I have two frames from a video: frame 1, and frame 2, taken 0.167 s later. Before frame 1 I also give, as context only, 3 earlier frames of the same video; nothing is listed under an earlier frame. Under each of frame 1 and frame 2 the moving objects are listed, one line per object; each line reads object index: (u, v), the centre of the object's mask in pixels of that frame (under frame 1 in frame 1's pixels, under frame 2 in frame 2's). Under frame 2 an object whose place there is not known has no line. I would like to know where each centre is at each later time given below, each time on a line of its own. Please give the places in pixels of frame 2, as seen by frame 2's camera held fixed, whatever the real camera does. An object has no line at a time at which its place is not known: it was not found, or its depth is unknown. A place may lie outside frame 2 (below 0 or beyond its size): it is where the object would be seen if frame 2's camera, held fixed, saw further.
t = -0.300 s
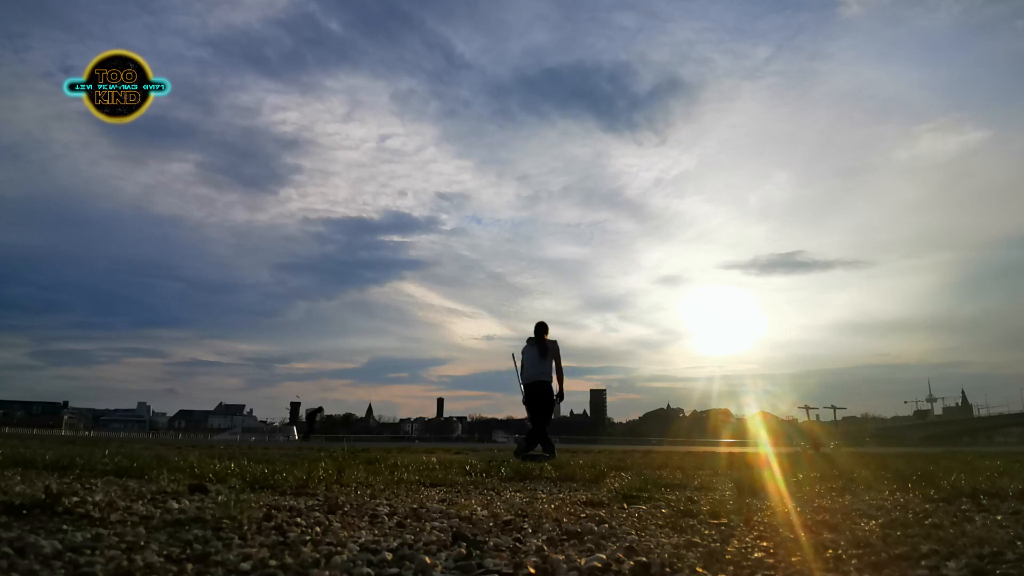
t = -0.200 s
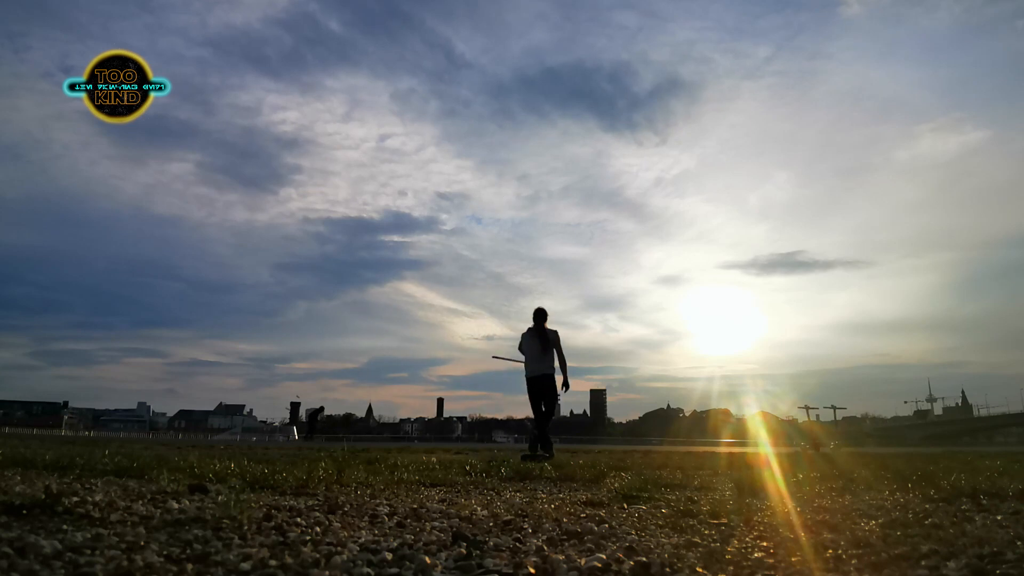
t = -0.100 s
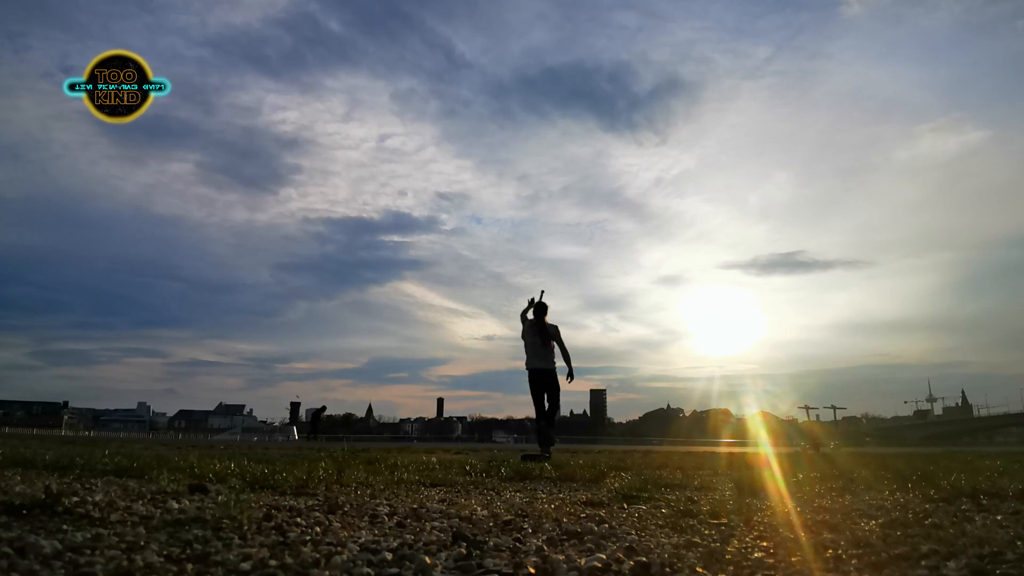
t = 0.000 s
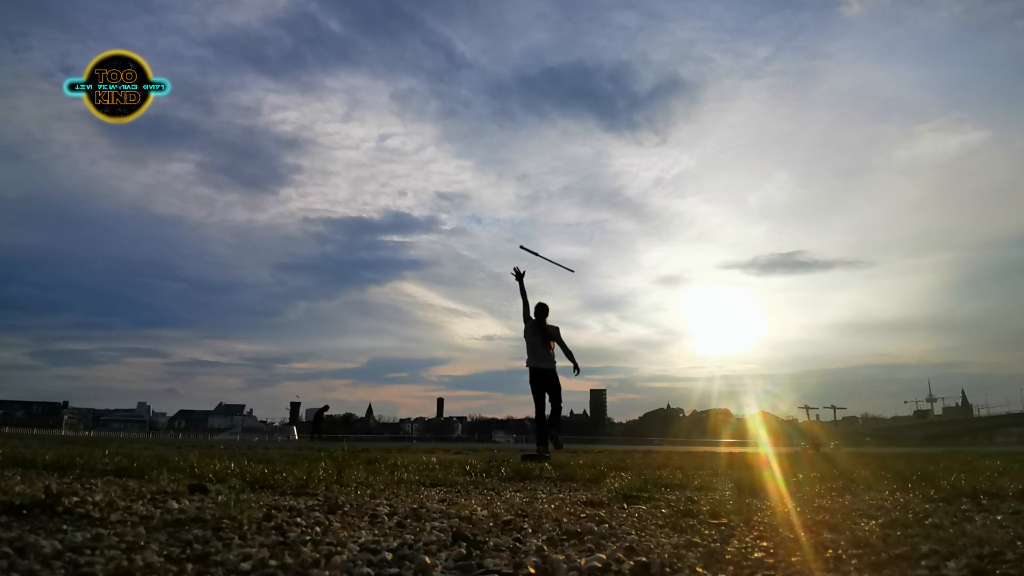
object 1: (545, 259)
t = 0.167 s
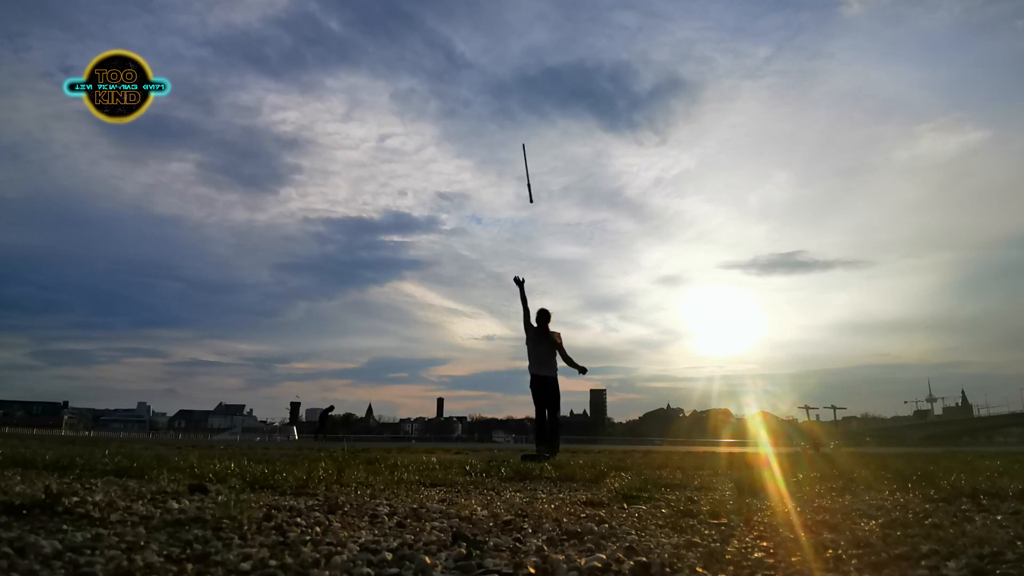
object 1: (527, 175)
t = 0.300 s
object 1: (514, 150)
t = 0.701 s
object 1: (518, 96)
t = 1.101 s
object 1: (519, 175)
